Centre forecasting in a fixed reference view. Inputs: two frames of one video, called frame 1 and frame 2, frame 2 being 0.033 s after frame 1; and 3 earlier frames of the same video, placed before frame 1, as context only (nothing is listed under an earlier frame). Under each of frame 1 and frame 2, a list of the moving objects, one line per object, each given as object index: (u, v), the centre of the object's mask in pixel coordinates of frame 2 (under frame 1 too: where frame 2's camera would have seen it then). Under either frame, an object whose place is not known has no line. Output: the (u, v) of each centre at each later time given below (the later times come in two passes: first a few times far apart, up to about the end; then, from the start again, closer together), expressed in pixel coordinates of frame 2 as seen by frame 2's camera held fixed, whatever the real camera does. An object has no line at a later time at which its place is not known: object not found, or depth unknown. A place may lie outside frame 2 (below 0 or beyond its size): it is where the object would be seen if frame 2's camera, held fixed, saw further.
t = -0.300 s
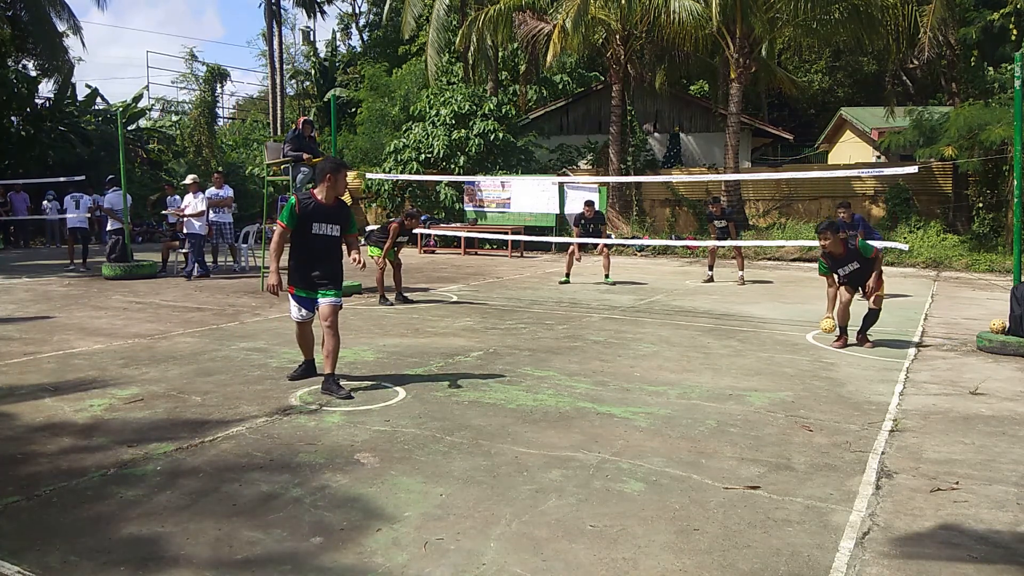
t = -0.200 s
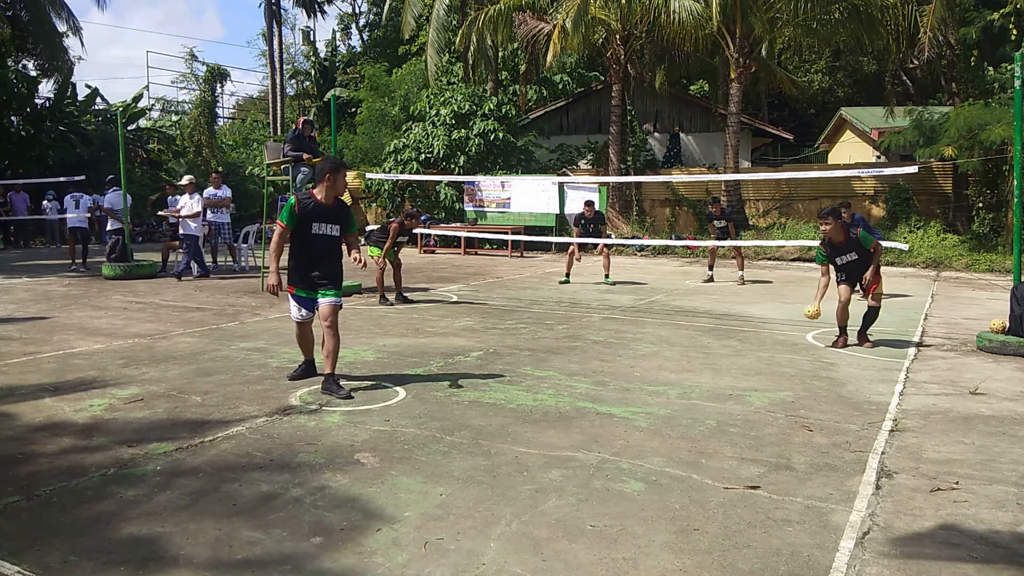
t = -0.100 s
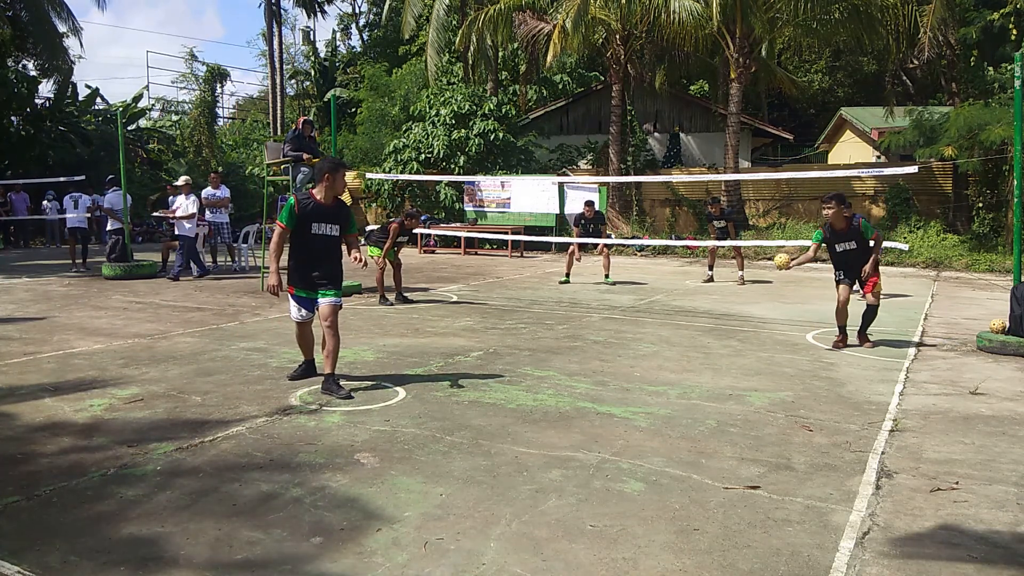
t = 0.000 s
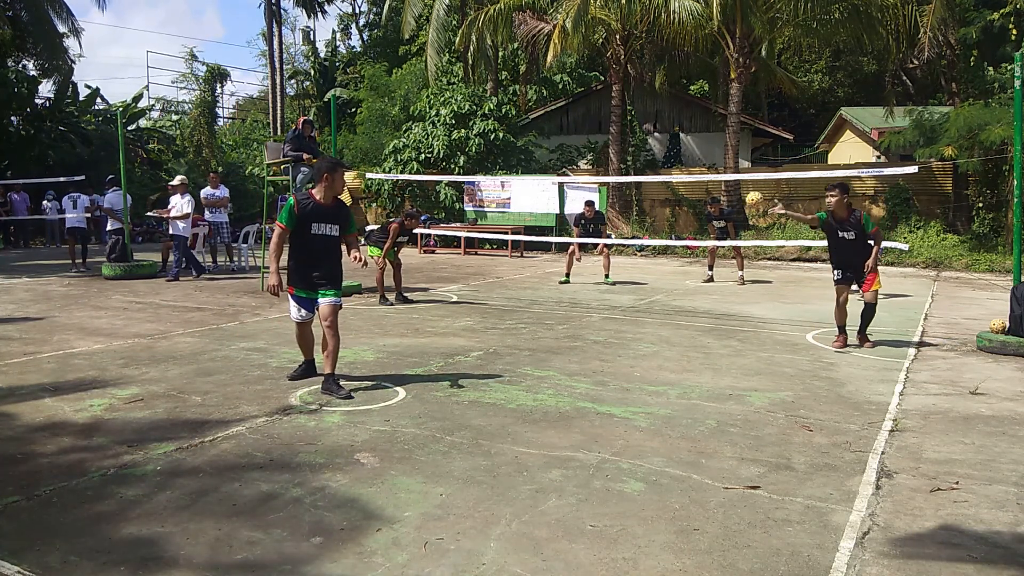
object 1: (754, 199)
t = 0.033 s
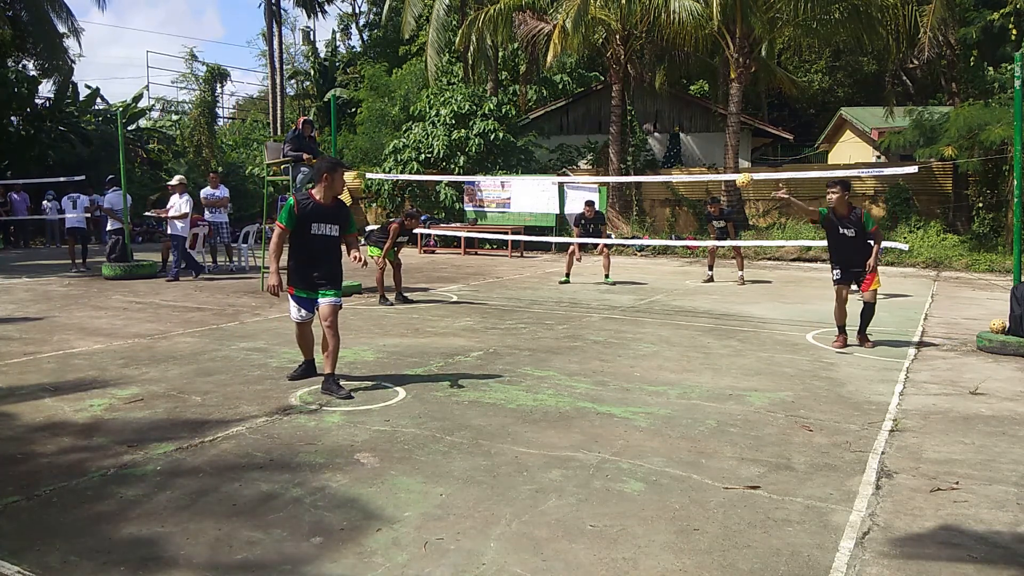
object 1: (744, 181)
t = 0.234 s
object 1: (681, 90)
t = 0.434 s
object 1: (608, 43)
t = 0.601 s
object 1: (538, 47)
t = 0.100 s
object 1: (724, 146)
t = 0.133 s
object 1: (714, 130)
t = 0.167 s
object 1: (704, 116)
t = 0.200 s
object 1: (692, 102)
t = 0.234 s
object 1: (681, 90)
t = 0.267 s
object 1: (670, 78)
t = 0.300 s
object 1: (658, 69)
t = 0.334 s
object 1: (646, 60)
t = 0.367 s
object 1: (634, 52)
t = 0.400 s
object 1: (621, 48)
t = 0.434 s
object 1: (608, 43)
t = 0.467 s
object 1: (595, 40)
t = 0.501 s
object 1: (581, 39)
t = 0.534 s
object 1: (567, 40)
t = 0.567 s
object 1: (553, 42)
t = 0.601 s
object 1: (538, 47)
